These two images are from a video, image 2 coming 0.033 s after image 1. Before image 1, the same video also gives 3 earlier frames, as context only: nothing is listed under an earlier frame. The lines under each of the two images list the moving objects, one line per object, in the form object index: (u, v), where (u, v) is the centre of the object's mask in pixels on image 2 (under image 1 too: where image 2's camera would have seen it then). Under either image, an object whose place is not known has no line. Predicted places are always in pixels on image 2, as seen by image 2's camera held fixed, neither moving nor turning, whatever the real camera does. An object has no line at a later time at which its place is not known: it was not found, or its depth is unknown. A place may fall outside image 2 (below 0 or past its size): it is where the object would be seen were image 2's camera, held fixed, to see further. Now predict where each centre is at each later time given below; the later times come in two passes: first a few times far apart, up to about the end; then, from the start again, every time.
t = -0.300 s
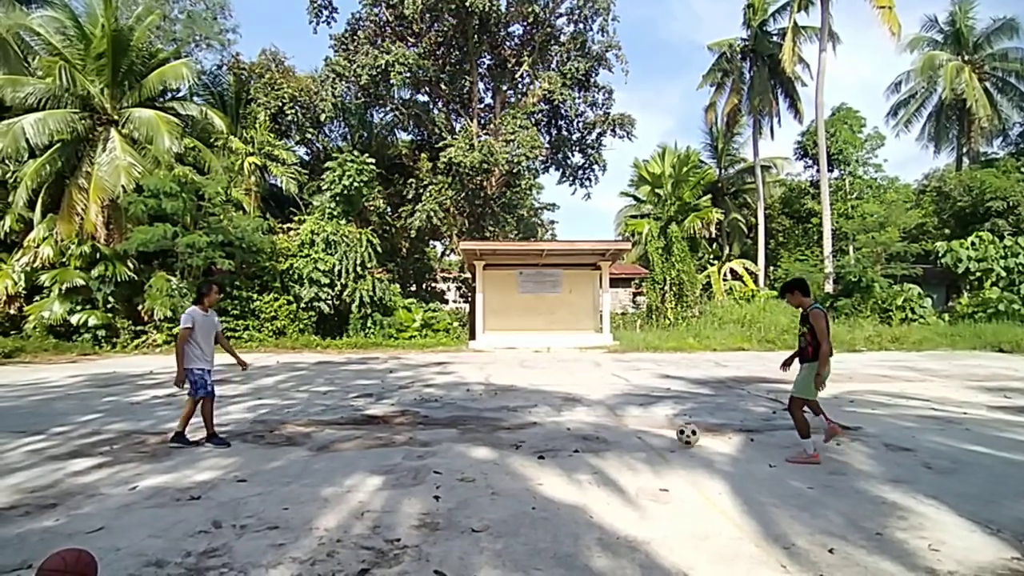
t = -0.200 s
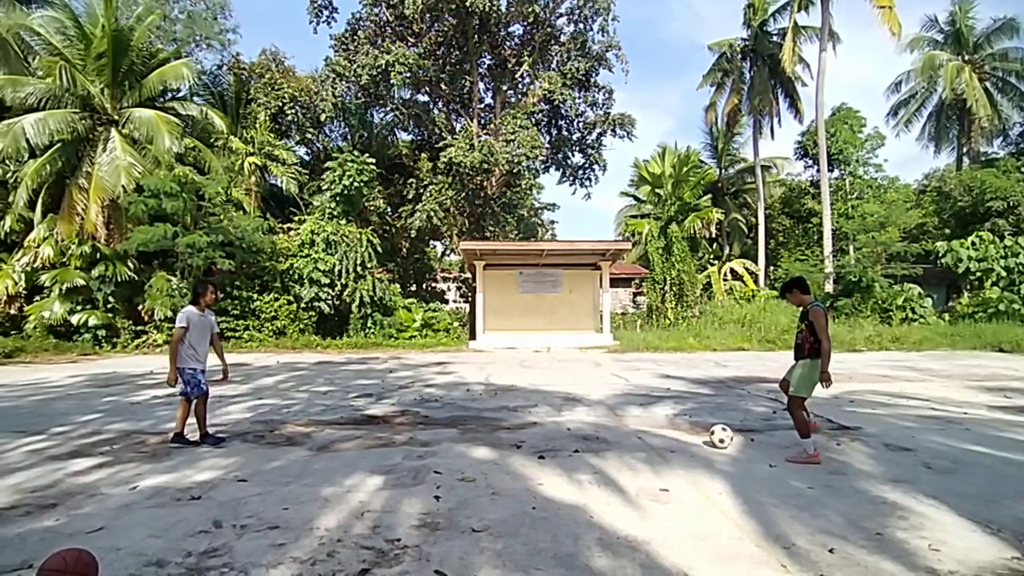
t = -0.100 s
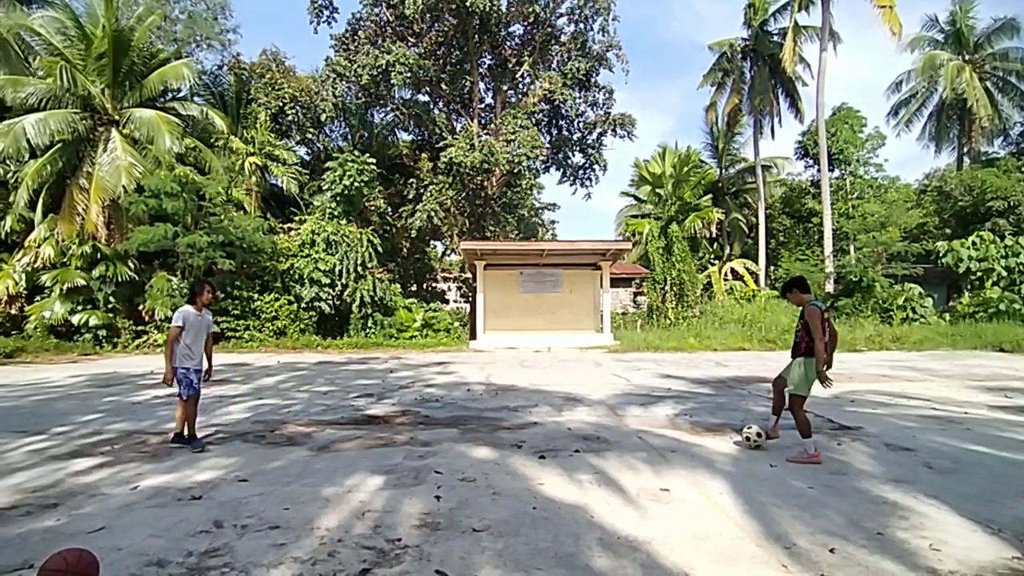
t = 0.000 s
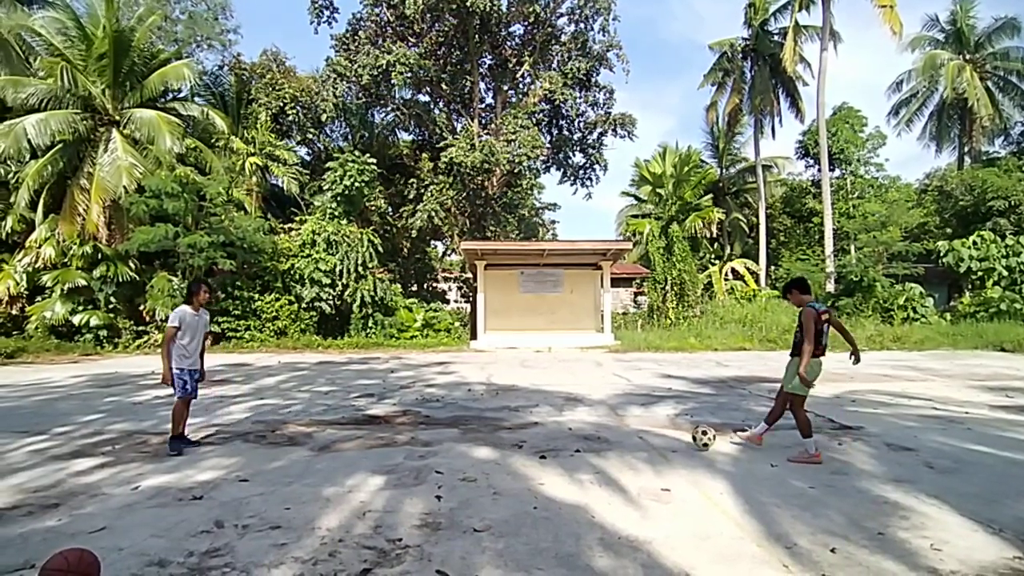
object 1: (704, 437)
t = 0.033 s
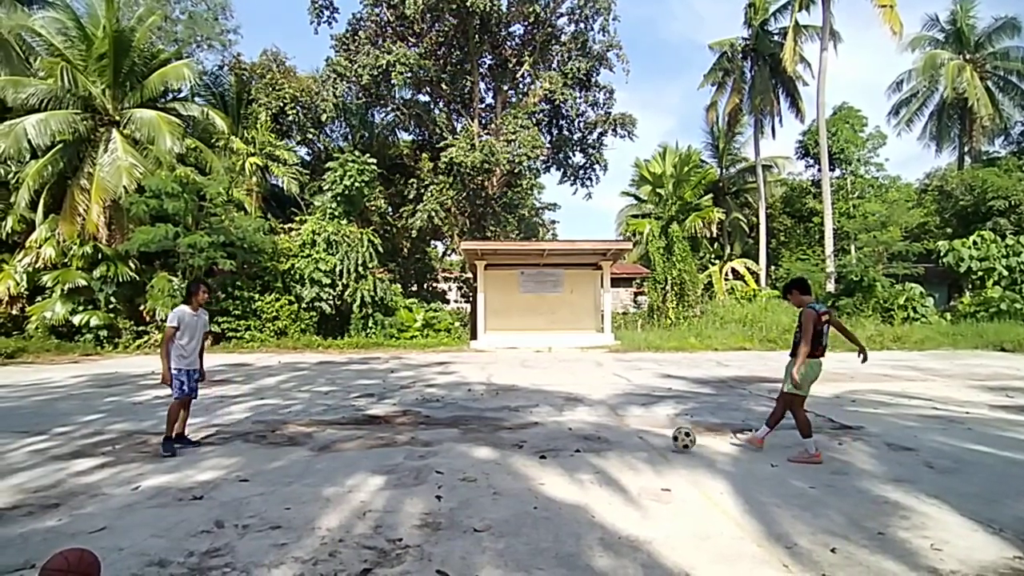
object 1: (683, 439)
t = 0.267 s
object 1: (565, 448)
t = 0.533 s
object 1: (467, 449)
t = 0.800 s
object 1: (375, 456)
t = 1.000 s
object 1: (306, 458)
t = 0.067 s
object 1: (664, 443)
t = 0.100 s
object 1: (646, 442)
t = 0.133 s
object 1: (630, 441)
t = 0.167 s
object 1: (614, 442)
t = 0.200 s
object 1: (598, 443)
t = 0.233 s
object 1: (582, 445)
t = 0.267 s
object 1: (565, 448)
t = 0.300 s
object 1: (551, 448)
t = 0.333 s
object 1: (539, 447)
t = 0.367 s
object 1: (526, 448)
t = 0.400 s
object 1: (515, 449)
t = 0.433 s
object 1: (502, 451)
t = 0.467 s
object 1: (491, 449)
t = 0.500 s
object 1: (479, 448)
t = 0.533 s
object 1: (467, 449)
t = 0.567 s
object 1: (456, 452)
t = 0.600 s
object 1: (444, 452)
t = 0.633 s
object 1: (433, 450)
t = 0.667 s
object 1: (420, 448)
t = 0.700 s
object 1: (409, 448)
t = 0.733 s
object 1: (398, 450)
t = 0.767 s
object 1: (386, 453)
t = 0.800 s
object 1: (375, 456)
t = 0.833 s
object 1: (364, 454)
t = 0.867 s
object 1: (352, 453)
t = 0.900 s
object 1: (341, 453)
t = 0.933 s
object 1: (329, 455)
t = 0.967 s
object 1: (318, 457)
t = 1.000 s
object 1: (306, 458)
